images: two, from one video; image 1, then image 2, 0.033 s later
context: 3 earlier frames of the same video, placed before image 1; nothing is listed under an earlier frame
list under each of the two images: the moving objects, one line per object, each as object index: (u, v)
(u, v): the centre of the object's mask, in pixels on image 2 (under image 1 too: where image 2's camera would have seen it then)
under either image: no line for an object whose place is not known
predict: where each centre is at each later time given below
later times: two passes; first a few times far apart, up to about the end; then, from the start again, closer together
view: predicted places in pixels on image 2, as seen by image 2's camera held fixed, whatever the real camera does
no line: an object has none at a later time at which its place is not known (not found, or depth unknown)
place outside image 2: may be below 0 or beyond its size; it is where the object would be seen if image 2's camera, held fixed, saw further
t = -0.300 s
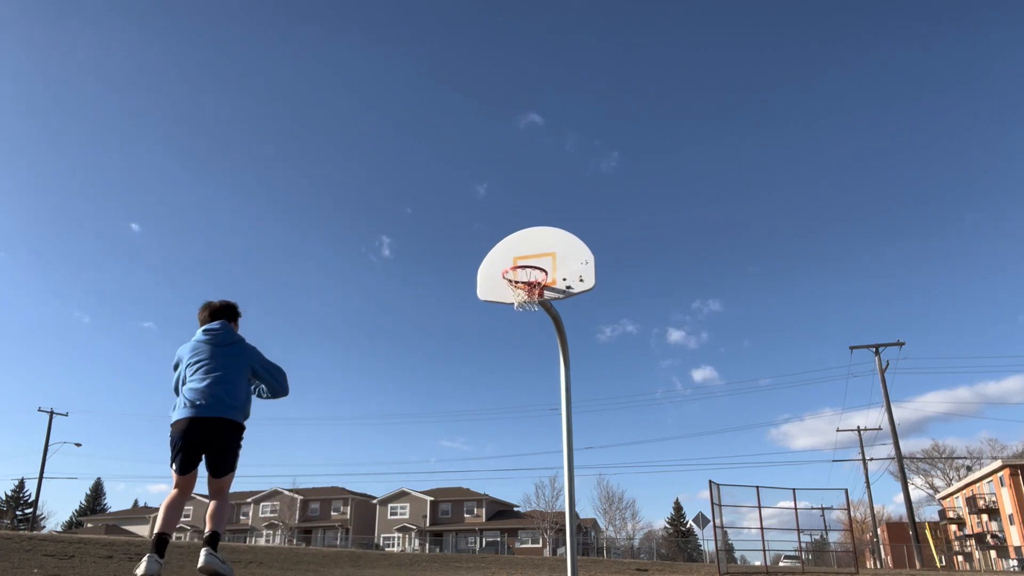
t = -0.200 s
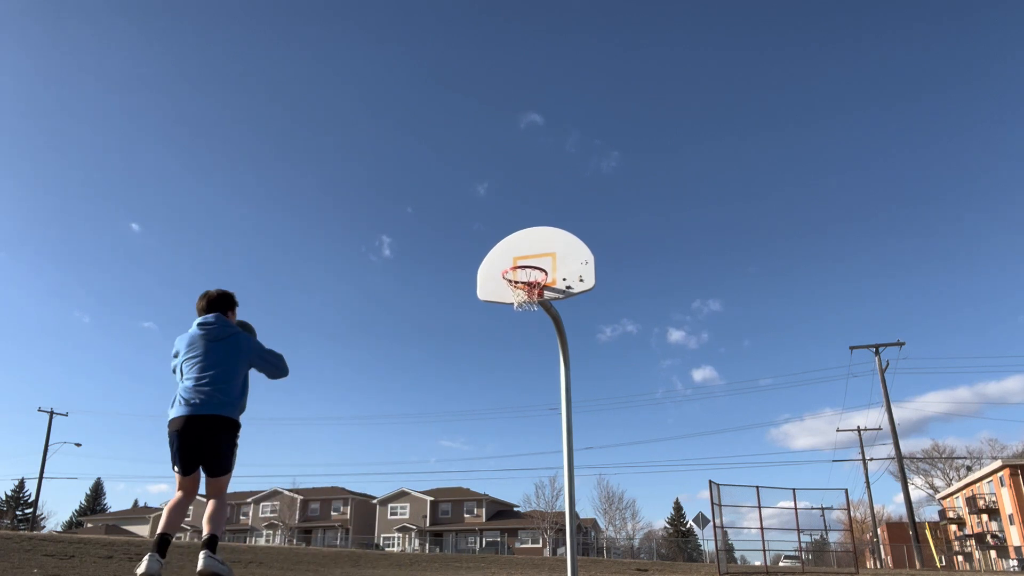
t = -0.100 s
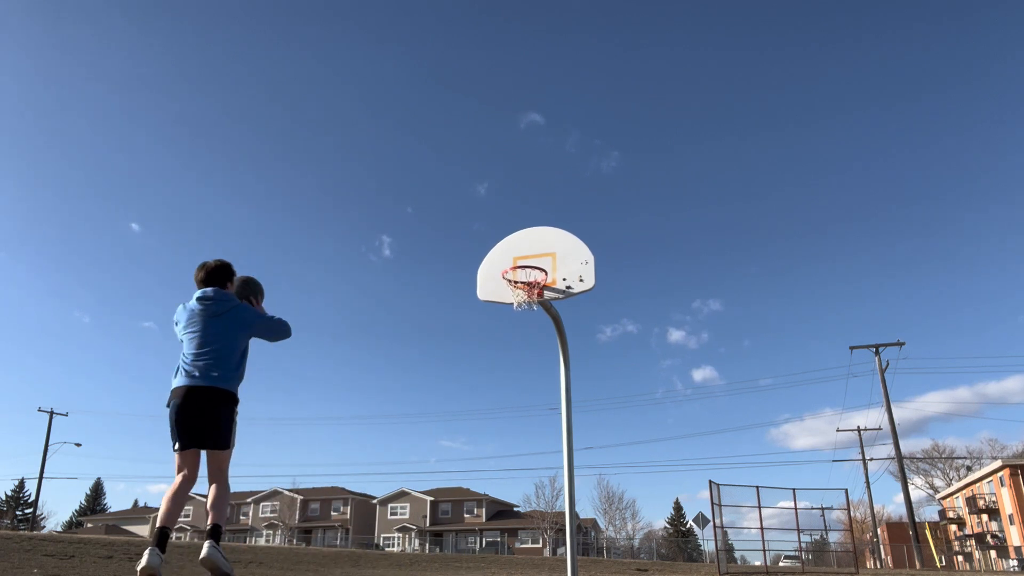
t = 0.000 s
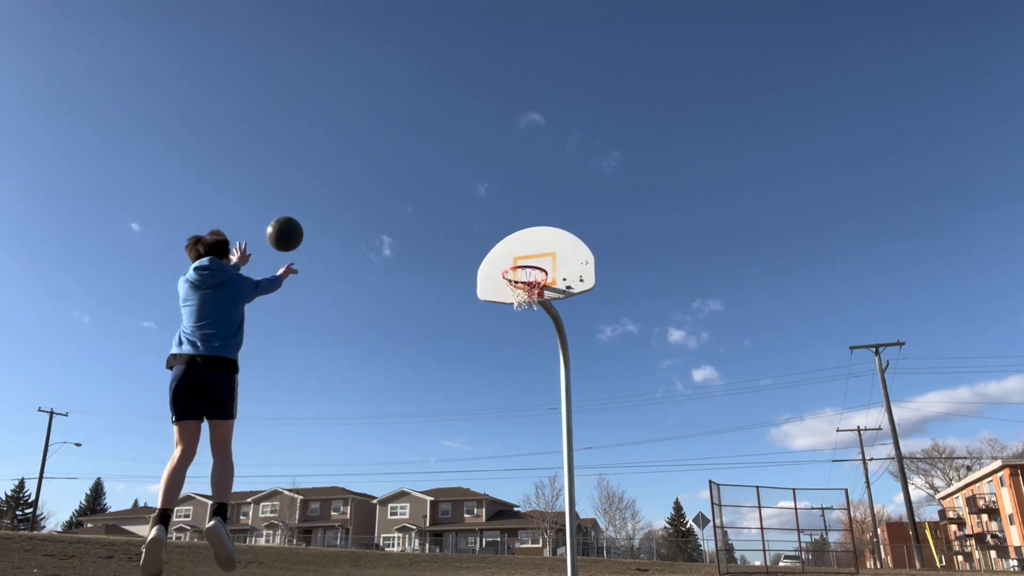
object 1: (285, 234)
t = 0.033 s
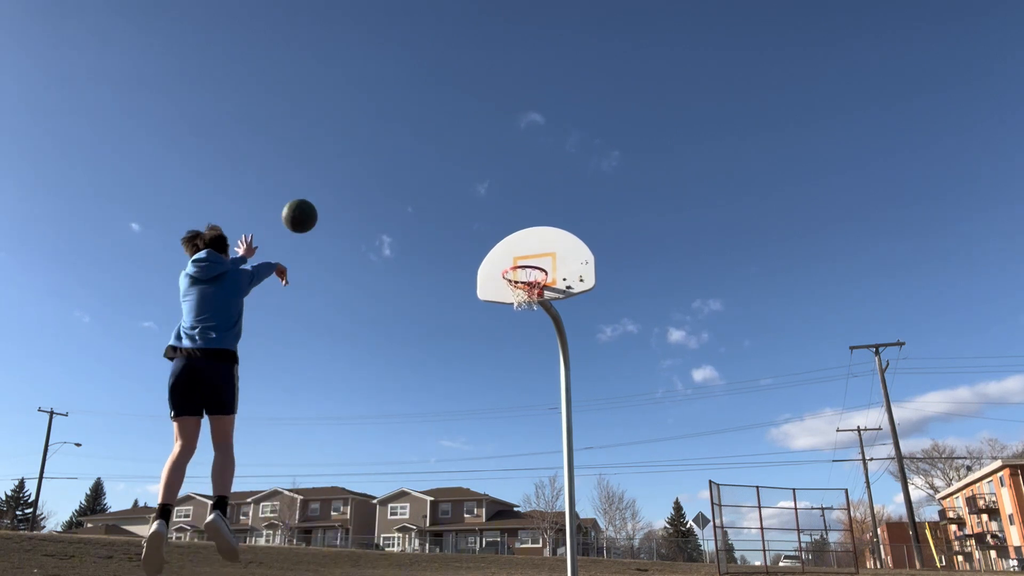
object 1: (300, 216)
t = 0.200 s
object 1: (360, 157)
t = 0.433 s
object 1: (421, 132)
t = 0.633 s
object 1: (462, 148)
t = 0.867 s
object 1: (503, 199)
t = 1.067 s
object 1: (534, 271)
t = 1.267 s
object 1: (525, 311)
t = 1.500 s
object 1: (505, 375)
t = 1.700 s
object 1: (489, 468)
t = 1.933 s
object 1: (468, 524)
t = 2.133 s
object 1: (449, 447)
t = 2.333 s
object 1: (430, 410)
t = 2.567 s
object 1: (405, 415)
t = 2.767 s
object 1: (379, 463)
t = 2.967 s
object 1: (347, 562)
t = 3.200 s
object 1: (329, 477)
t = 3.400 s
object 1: (310, 448)
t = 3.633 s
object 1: (280, 470)
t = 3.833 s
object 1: (245, 544)
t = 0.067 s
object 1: (313, 200)
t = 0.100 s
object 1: (326, 187)
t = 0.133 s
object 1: (338, 175)
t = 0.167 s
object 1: (350, 165)
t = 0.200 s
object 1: (360, 157)
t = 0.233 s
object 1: (370, 151)
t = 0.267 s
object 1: (379, 145)
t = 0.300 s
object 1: (389, 140)
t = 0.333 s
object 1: (397, 136)
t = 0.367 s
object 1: (406, 134)
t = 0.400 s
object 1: (414, 132)
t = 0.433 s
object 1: (421, 132)
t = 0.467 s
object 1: (429, 133)
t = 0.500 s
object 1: (436, 134)
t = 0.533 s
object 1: (443, 136)
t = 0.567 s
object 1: (449, 139)
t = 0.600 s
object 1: (456, 143)
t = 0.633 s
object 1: (462, 148)
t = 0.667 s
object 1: (469, 153)
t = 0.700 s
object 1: (474, 159)
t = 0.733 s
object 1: (481, 165)
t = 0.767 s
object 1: (486, 173)
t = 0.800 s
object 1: (492, 181)
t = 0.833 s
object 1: (498, 189)
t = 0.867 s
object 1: (503, 199)
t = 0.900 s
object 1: (508, 209)
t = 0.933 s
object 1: (514, 220)
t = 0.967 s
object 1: (519, 231)
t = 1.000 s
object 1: (524, 244)
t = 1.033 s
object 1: (529, 257)
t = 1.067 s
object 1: (534, 271)
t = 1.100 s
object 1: (535, 283)
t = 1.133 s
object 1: (536, 294)
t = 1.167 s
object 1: (533, 299)
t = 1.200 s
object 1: (531, 303)
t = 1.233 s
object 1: (528, 306)
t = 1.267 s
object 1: (525, 311)
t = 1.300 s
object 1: (522, 318)
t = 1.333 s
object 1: (520, 324)
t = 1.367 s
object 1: (516, 333)
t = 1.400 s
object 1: (514, 342)
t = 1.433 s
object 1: (511, 352)
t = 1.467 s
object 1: (508, 363)
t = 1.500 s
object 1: (505, 375)
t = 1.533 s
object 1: (503, 387)
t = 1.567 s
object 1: (500, 402)
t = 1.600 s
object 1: (497, 416)
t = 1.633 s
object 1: (494, 432)
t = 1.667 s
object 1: (492, 449)
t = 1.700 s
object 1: (489, 468)
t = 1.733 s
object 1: (486, 487)
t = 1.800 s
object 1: (480, 531)
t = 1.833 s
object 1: (477, 554)
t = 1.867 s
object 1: (475, 559)
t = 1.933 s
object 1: (468, 524)
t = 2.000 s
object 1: (462, 493)
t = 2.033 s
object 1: (459, 480)
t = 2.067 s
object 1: (455, 468)
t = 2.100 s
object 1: (453, 456)
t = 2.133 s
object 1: (449, 447)
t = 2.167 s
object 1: (446, 438)
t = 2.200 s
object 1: (443, 430)
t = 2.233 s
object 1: (440, 423)
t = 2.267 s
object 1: (436, 418)
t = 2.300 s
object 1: (433, 413)
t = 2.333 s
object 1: (430, 410)
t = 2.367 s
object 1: (426, 408)
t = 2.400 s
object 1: (422, 406)
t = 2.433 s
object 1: (419, 406)
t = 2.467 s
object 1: (416, 406)
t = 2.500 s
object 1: (412, 408)
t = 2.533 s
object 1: (408, 411)
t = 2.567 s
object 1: (405, 415)
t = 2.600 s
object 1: (401, 420)
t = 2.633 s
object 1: (397, 426)
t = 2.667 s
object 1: (392, 434)
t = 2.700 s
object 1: (388, 442)
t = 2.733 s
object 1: (384, 452)
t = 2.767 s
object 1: (379, 463)
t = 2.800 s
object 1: (375, 476)
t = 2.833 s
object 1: (370, 489)
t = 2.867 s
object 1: (364, 505)
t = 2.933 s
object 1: (353, 541)
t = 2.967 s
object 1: (347, 562)
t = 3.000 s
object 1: (345, 552)
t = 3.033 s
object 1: (342, 537)
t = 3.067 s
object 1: (339, 522)
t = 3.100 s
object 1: (337, 509)
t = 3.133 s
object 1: (335, 497)
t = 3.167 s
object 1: (332, 486)
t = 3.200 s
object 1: (329, 477)
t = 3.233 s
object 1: (326, 469)
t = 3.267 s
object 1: (323, 463)
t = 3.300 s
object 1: (320, 457)
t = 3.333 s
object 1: (317, 453)
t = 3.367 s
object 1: (313, 450)
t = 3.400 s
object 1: (310, 448)
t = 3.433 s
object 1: (306, 447)
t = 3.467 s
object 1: (302, 448)
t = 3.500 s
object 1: (298, 450)
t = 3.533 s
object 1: (294, 453)
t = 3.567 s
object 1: (289, 458)
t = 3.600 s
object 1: (285, 463)
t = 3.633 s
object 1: (280, 470)
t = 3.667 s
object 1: (275, 479)
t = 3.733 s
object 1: (264, 500)
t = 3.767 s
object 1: (257, 514)
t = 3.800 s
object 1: (251, 528)
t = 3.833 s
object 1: (245, 544)
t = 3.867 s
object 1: (238, 562)
